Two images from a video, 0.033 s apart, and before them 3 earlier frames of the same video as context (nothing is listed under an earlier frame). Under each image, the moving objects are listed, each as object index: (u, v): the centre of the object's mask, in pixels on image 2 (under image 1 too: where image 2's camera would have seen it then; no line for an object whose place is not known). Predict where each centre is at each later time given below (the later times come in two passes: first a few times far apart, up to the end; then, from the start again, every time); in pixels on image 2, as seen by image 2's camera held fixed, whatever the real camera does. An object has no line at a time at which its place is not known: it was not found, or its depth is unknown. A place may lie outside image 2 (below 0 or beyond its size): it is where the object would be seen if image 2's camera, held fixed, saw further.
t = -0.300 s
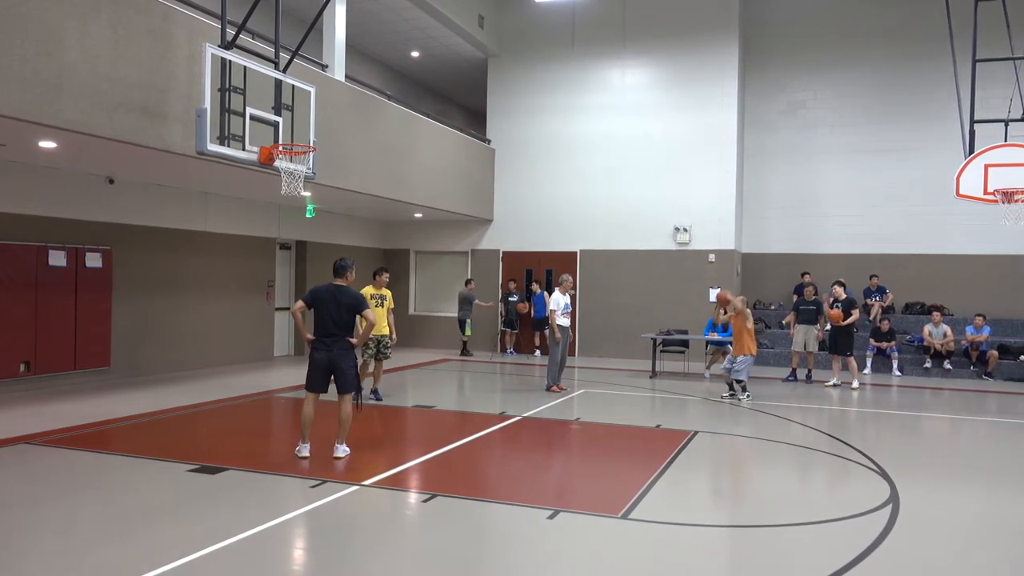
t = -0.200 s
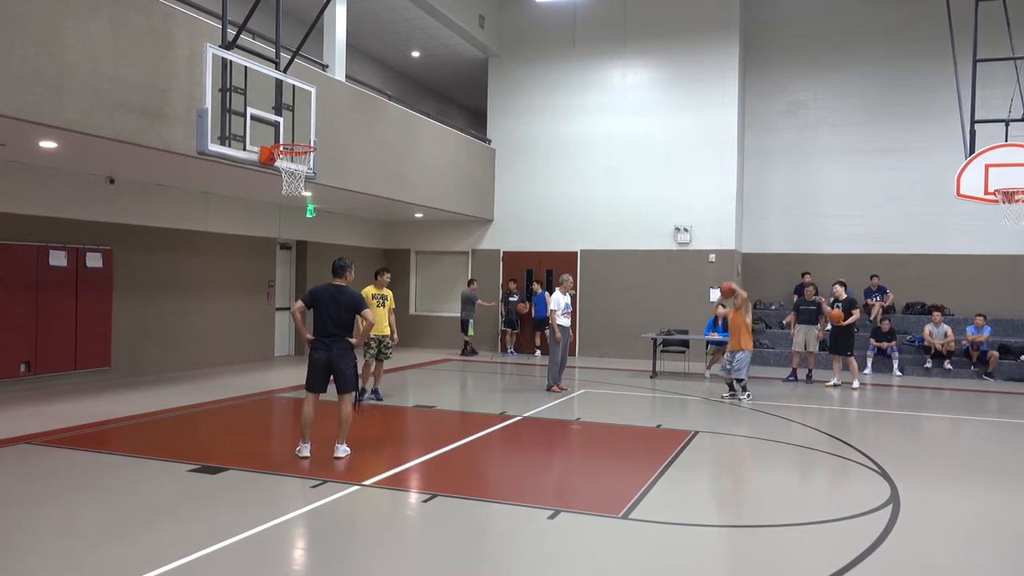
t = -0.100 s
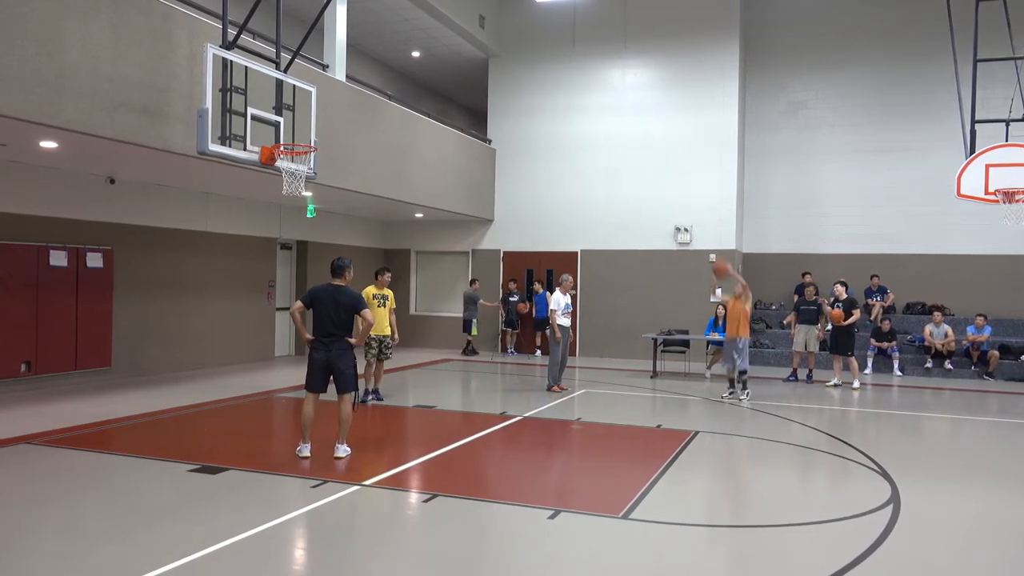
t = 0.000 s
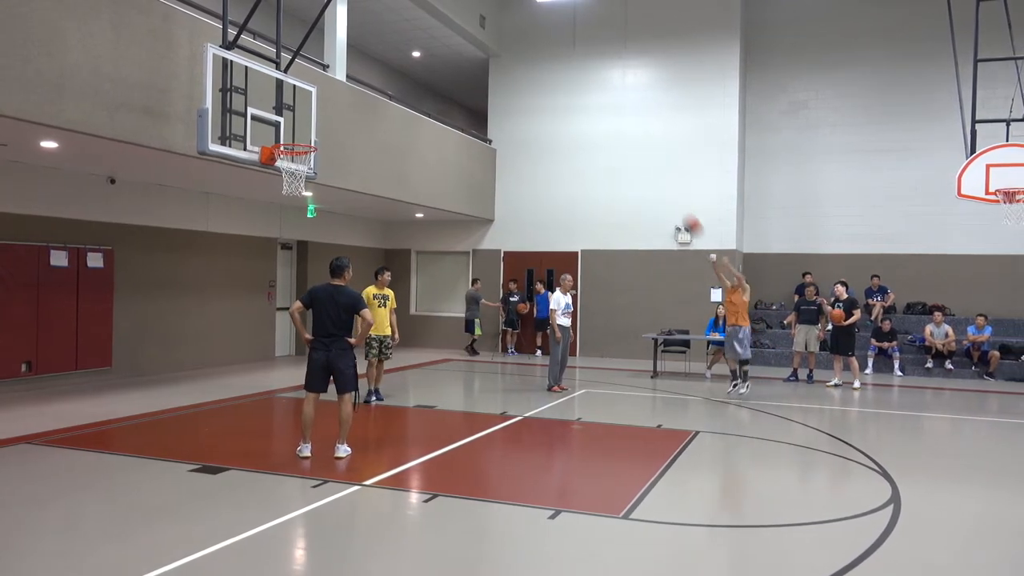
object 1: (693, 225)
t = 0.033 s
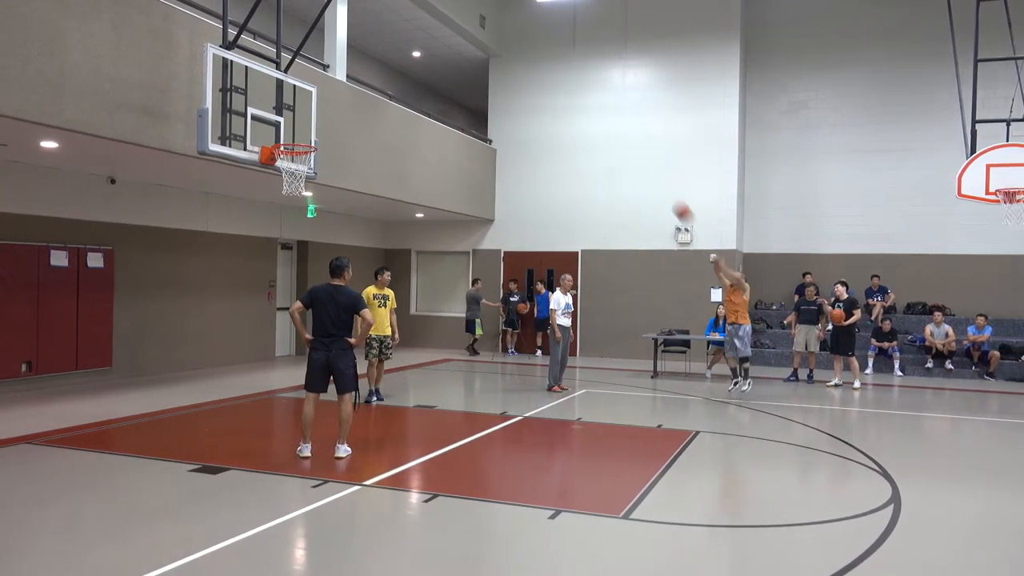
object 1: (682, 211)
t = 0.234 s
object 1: (621, 146)
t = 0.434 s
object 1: (554, 103)
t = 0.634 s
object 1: (482, 87)
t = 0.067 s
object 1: (673, 199)
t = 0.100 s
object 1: (662, 187)
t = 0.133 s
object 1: (652, 176)
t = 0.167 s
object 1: (642, 165)
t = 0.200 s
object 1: (631, 155)
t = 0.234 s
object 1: (621, 146)
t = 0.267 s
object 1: (610, 137)
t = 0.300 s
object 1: (599, 129)
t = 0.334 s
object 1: (589, 121)
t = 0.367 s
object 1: (577, 114)
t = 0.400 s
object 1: (566, 108)
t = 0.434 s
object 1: (554, 103)
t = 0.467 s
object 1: (543, 98)
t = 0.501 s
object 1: (532, 94)
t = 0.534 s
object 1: (520, 92)
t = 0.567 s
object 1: (508, 89)
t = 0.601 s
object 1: (495, 88)
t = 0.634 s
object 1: (482, 87)
